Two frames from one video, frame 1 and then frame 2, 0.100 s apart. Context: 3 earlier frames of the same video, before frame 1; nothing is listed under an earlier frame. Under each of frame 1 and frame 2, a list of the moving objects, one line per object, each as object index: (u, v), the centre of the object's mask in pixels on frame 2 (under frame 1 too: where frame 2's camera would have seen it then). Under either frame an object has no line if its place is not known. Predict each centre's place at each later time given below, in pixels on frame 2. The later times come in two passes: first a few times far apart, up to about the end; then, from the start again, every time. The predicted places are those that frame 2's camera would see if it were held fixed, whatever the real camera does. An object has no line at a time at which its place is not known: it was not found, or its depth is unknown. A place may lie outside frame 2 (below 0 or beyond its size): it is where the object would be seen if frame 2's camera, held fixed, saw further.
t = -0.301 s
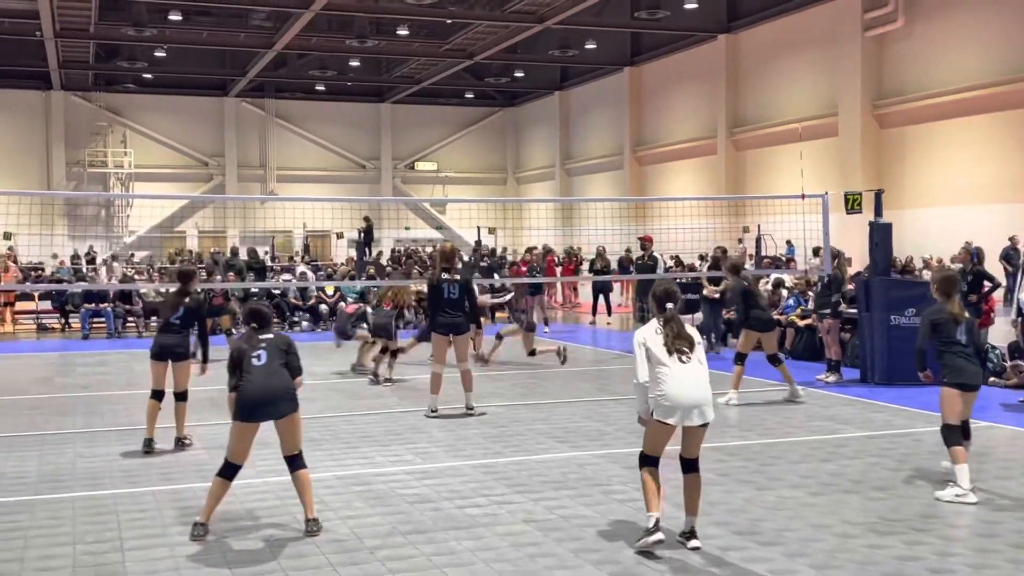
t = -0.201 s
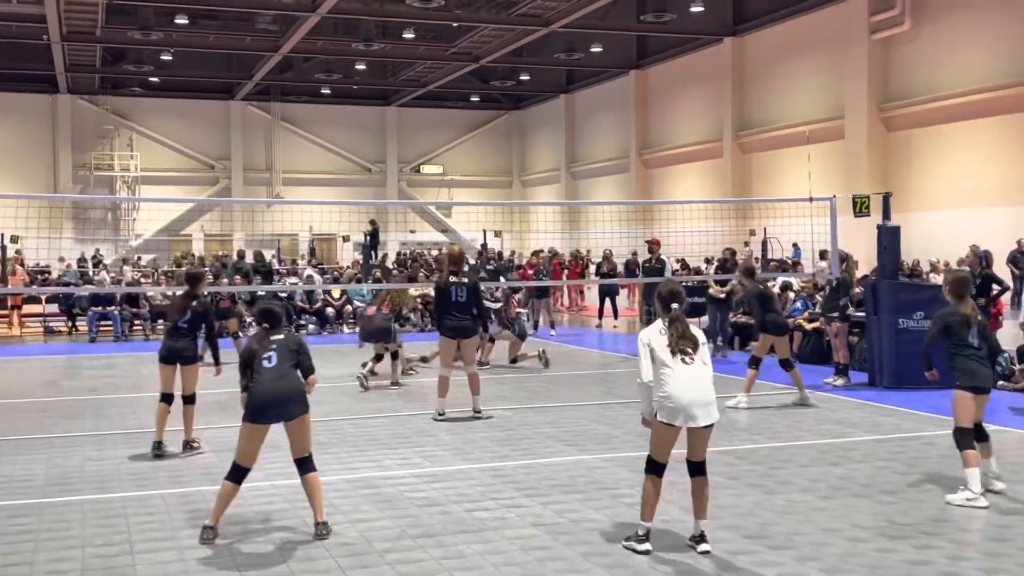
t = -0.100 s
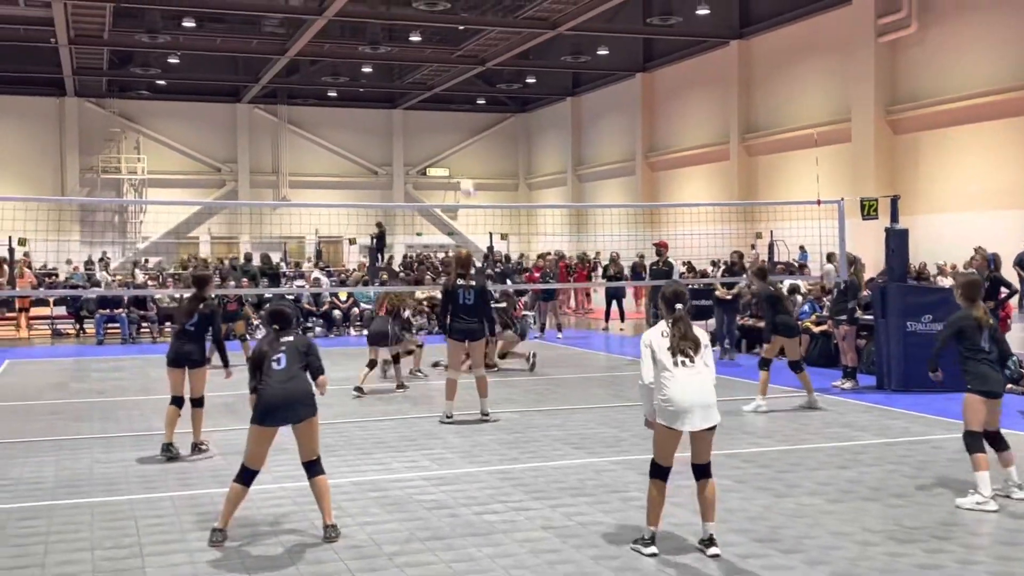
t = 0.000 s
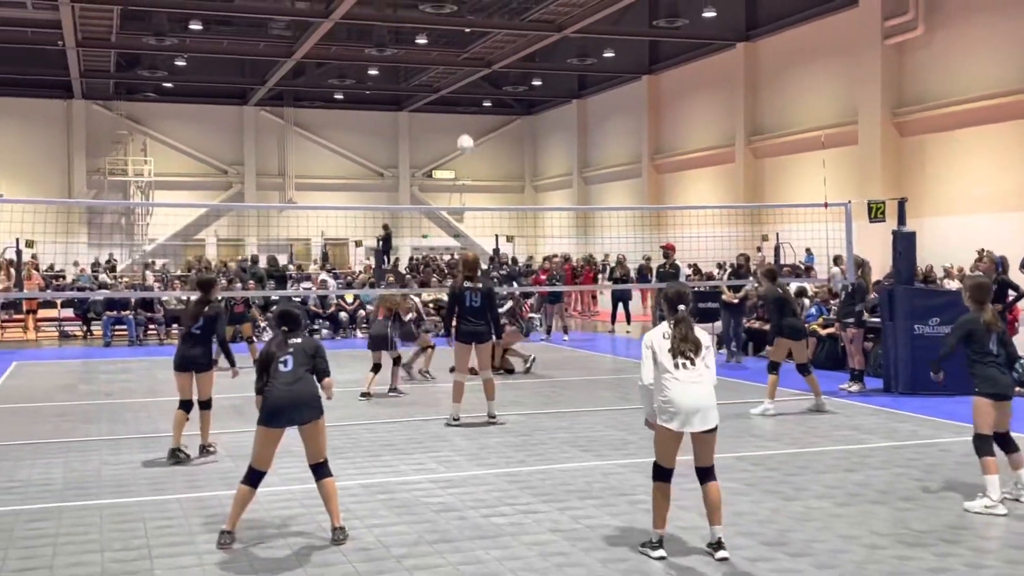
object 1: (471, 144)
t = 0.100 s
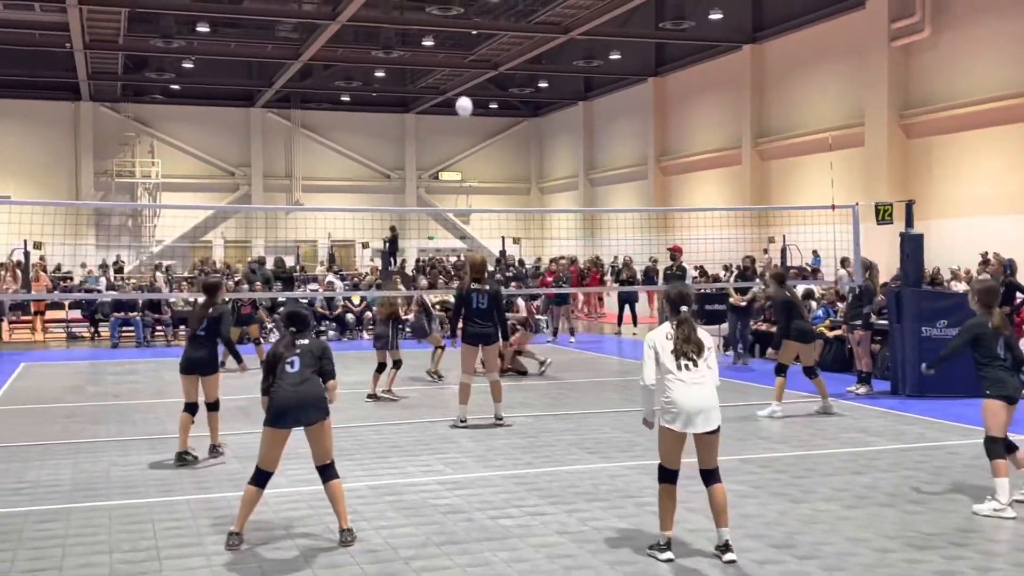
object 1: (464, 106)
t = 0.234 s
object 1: (454, 63)
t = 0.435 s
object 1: (437, 21)
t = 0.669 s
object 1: (417, 18)
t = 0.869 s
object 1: (397, 63)
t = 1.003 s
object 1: (384, 120)
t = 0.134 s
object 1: (461, 94)
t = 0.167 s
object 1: (459, 83)
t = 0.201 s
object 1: (456, 72)
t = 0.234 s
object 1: (454, 63)
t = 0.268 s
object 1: (451, 53)
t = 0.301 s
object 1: (448, 45)
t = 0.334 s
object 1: (446, 38)
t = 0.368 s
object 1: (443, 32)
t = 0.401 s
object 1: (440, 26)
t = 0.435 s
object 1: (437, 21)
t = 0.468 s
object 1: (435, 17)
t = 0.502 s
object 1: (432, 15)
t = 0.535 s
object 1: (429, 13)
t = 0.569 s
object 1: (426, 13)
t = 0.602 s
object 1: (423, 13)
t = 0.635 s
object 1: (420, 15)
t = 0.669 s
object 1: (417, 18)
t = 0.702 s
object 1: (414, 22)
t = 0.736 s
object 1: (411, 28)
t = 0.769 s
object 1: (408, 34)
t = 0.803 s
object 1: (404, 42)
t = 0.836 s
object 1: (401, 52)
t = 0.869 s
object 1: (397, 63)
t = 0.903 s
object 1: (394, 75)
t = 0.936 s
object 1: (391, 89)
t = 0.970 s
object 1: (387, 103)
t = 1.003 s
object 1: (384, 120)
